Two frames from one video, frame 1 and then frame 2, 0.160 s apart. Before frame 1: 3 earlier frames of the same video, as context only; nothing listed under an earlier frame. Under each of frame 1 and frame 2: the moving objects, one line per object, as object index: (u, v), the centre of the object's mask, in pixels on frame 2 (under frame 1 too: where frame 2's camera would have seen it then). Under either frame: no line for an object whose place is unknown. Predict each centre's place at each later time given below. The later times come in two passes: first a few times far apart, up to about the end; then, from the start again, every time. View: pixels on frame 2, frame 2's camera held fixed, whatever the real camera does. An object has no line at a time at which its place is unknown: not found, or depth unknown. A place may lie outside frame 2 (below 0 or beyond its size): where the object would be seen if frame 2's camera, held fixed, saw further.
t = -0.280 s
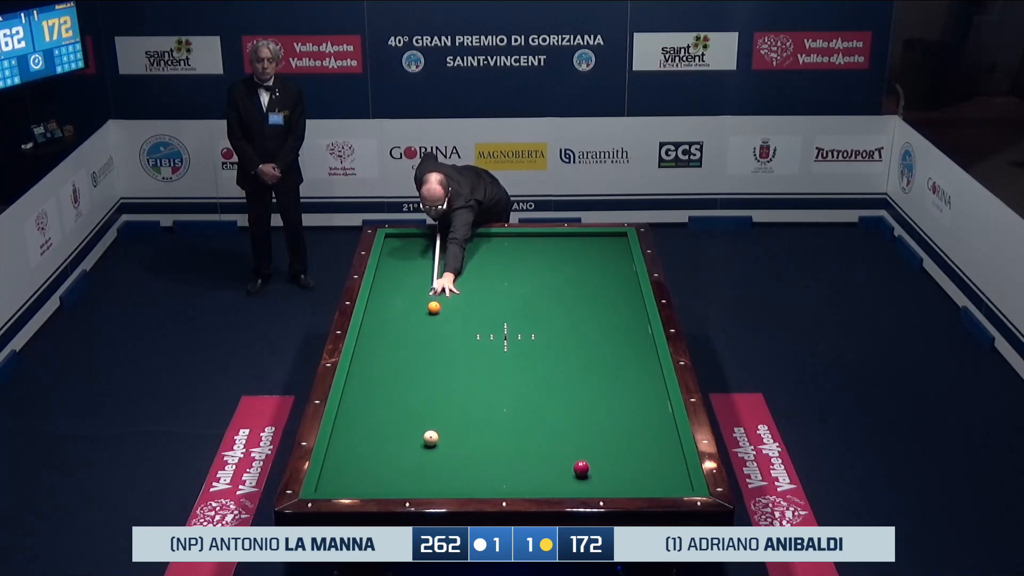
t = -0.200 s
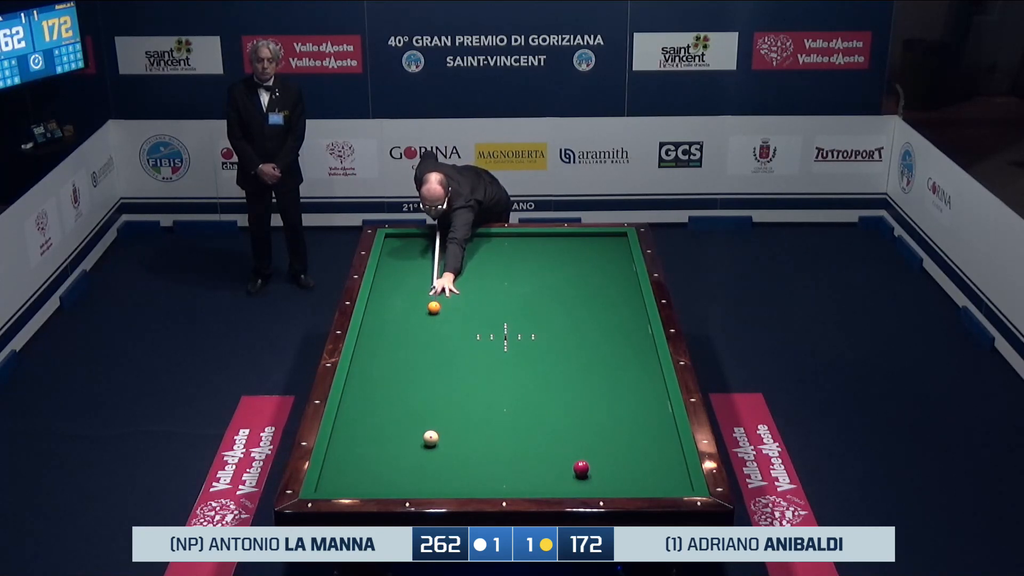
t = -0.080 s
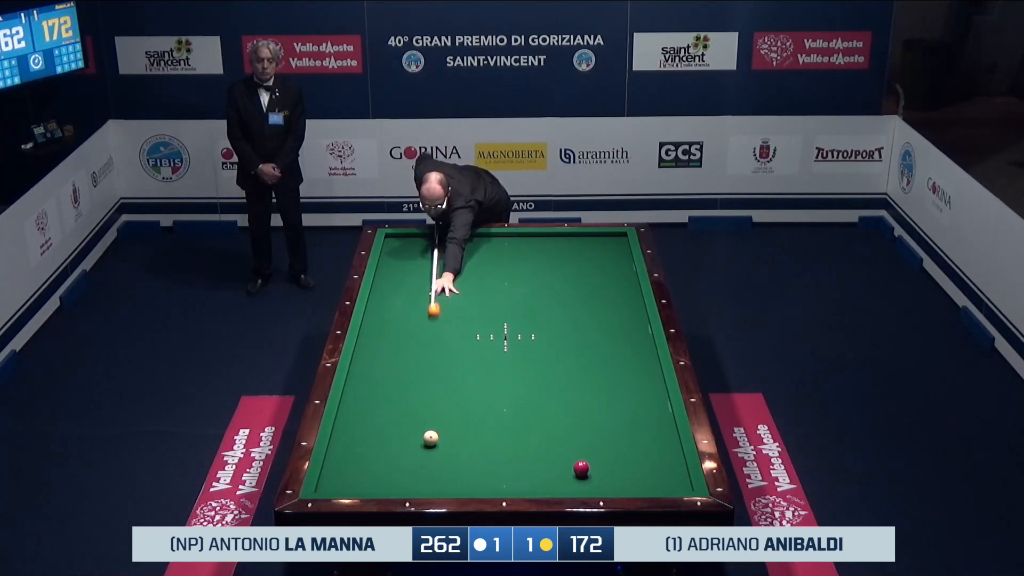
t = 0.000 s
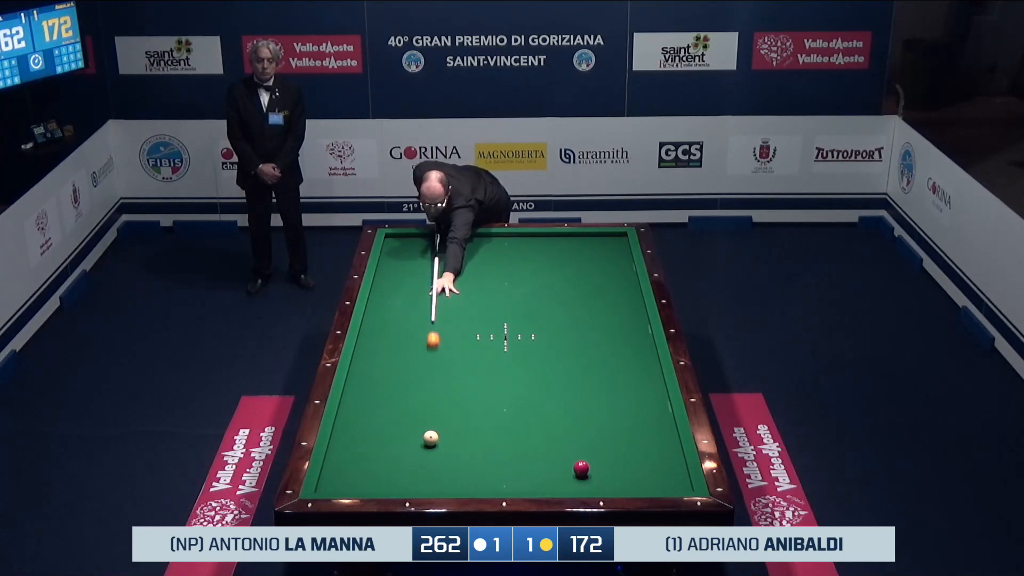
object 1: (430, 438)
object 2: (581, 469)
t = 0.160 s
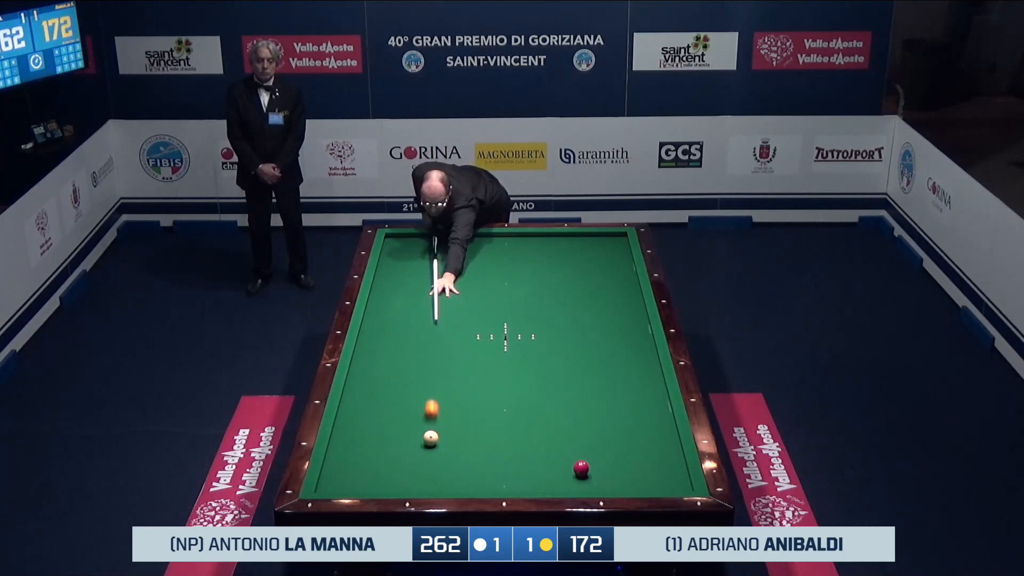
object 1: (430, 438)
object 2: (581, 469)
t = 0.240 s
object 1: (433, 455)
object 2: (581, 469)
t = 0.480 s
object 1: (459, 426)
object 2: (581, 469)
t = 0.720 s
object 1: (482, 364)
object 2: (581, 469)
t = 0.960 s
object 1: (500, 318)
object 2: (581, 469)
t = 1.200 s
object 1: (515, 280)
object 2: (581, 469)
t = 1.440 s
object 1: (528, 246)
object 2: (581, 469)
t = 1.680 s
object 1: (536, 248)
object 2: (581, 469)
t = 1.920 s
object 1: (541, 270)
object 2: (581, 469)
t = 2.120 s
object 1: (546, 286)
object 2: (581, 469)
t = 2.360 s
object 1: (551, 308)
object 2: (581, 469)
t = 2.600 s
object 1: (558, 331)
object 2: (581, 469)
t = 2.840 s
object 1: (564, 356)
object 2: (581, 470)
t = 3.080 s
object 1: (572, 383)
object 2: (581, 470)
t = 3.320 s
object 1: (580, 412)
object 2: (581, 469)
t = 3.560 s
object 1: (588, 444)
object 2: (581, 469)
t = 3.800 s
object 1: (606, 475)
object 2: (572, 474)
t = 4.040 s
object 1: (628, 480)
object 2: (556, 481)
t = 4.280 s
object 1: (641, 465)
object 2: (539, 486)
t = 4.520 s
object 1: (653, 450)
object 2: (526, 485)
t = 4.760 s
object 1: (665, 437)
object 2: (515, 483)
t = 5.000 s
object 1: (665, 425)
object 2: (504, 480)
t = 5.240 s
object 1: (655, 415)
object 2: (494, 477)
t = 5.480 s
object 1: (646, 406)
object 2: (485, 474)
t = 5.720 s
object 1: (637, 397)
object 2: (476, 471)
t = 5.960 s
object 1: (629, 388)
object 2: (468, 469)
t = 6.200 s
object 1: (621, 380)
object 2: (460, 466)
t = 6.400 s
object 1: (615, 374)
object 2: (454, 464)
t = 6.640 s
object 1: (607, 367)
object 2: (447, 462)
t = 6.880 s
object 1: (601, 360)
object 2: (440, 461)
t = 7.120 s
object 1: (594, 353)
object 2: (434, 459)
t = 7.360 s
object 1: (589, 347)
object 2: (429, 458)
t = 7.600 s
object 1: (583, 342)
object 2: (424, 456)
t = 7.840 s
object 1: (578, 336)
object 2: (419, 455)
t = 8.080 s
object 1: (573, 331)
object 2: (416, 454)
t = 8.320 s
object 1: (568, 326)
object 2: (412, 453)
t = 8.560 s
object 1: (564, 322)
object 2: (409, 452)
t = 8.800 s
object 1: (560, 317)
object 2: (407, 451)
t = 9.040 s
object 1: (556, 313)
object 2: (405, 451)
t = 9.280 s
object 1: (552, 310)
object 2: (404, 450)
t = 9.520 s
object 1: (549, 306)
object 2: (403, 450)
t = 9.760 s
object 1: (546, 303)
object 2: (402, 450)
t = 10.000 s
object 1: (542, 300)
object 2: (402, 450)
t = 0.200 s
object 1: (431, 438)
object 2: (581, 469)
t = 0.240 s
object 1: (433, 455)
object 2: (581, 469)
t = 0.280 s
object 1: (435, 475)
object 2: (581, 469)
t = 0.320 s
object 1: (439, 484)
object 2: (581, 469)
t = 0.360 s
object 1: (444, 468)
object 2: (581, 469)
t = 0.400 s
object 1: (449, 453)
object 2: (581, 469)
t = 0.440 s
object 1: (454, 439)
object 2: (581, 469)
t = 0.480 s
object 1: (459, 426)
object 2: (581, 469)
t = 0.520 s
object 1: (463, 414)
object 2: (581, 469)
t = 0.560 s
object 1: (467, 403)
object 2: (581, 469)
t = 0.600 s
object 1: (471, 392)
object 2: (581, 469)
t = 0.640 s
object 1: (475, 382)
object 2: (581, 469)
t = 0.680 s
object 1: (479, 373)
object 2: (581, 469)
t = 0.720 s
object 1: (482, 364)
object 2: (581, 469)
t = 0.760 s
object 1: (485, 356)
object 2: (581, 469)
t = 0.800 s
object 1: (488, 348)
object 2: (581, 469)
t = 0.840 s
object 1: (491, 340)
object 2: (581, 469)
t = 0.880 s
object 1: (494, 332)
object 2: (581, 469)
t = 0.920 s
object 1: (497, 325)
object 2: (581, 469)
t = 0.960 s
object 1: (500, 318)
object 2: (581, 469)
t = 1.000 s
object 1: (502, 311)
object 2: (581, 469)
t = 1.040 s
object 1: (505, 305)
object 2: (581, 469)
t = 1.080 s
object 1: (508, 298)
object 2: (581, 469)
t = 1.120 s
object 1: (510, 292)
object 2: (581, 469)
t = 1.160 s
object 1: (513, 286)
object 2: (581, 469)
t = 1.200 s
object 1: (515, 280)
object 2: (581, 469)
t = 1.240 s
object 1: (517, 274)
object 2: (581, 469)
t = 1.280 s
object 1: (520, 268)
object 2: (581, 469)
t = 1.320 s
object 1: (522, 262)
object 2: (581, 469)
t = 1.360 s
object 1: (524, 257)
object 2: (581, 469)
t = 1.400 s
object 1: (526, 251)
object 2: (581, 469)
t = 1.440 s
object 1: (528, 246)
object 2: (581, 469)
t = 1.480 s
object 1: (531, 241)
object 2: (581, 469)
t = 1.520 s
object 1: (532, 236)
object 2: (581, 469)
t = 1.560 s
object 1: (534, 236)
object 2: (581, 469)
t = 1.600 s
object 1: (535, 240)
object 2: (581, 469)
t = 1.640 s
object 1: (535, 244)
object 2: (581, 469)
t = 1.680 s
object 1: (536, 248)
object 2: (581, 469)
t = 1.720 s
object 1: (537, 252)
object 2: (581, 469)
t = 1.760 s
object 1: (537, 256)
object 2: (581, 469)
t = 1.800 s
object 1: (538, 259)
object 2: (581, 469)
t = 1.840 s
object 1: (539, 263)
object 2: (581, 469)
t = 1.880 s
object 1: (540, 266)
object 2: (581, 469)
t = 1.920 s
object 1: (541, 270)
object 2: (581, 469)
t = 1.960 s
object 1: (542, 273)
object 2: (581, 469)
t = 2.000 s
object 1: (543, 276)
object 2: (581, 469)
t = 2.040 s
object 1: (544, 280)
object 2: (581, 469)
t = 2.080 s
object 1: (545, 283)
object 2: (581, 469)
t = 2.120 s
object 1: (546, 286)
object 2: (581, 469)
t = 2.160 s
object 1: (547, 290)
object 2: (581, 469)
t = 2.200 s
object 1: (547, 294)
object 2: (581, 469)
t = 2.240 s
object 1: (548, 297)
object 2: (581, 469)
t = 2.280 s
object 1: (549, 301)
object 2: (581, 469)
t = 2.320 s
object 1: (550, 304)
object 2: (581, 469)
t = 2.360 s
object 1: (551, 308)
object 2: (581, 469)
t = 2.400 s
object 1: (553, 312)
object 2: (581, 469)
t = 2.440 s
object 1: (554, 315)
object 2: (581, 469)
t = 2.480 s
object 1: (555, 319)
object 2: (581, 469)
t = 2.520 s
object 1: (556, 323)
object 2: (581, 469)
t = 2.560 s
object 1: (557, 327)
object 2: (581, 469)
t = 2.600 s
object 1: (558, 331)
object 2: (581, 469)
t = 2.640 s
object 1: (559, 335)
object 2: (581, 469)
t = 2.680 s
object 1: (560, 339)
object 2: (581, 469)
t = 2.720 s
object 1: (561, 343)
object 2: (581, 469)
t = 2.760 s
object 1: (562, 348)
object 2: (581, 469)
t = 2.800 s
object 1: (563, 352)
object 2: (581, 470)
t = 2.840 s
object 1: (564, 356)
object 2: (581, 470)
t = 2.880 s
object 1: (566, 360)
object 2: (581, 470)
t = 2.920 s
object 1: (567, 365)
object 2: (581, 470)
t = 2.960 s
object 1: (568, 369)
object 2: (581, 470)
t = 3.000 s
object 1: (569, 374)
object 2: (581, 470)
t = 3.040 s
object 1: (571, 378)
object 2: (581, 470)
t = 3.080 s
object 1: (572, 383)
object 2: (581, 470)
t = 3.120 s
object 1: (573, 388)
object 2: (581, 469)
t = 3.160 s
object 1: (574, 392)
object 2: (581, 469)
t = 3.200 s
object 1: (576, 397)
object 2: (581, 469)
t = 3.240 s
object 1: (577, 402)
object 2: (581, 469)
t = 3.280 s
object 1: (578, 407)
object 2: (581, 469)
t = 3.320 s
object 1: (580, 412)
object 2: (581, 469)
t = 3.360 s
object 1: (581, 417)
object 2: (581, 469)
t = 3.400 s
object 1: (582, 423)
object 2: (581, 469)
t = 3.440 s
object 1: (584, 428)
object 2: (581, 469)
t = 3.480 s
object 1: (585, 433)
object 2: (581, 469)
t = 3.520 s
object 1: (587, 439)
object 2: (581, 470)
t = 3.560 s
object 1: (588, 444)
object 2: (581, 469)
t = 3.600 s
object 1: (590, 450)
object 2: (581, 470)
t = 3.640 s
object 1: (591, 455)
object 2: (581, 470)
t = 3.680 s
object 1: (593, 461)
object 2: (581, 470)
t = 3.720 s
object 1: (596, 466)
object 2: (579, 471)
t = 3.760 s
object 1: (602, 470)
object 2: (575, 472)
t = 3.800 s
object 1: (606, 475)
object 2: (572, 474)
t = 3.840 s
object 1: (611, 479)
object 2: (570, 475)
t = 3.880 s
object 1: (616, 483)
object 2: (567, 476)
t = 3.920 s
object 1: (621, 486)
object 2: (564, 477)
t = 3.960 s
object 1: (624, 484)
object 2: (561, 479)
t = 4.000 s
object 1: (626, 482)
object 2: (559, 480)
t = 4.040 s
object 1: (628, 480)
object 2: (556, 481)
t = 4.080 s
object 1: (630, 477)
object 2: (553, 482)
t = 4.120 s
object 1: (632, 474)
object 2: (550, 483)
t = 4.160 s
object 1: (634, 472)
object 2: (547, 484)
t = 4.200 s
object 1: (637, 469)
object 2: (545, 484)
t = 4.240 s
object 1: (639, 467)
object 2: (542, 485)
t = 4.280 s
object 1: (641, 465)
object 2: (539, 486)
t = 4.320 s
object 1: (643, 462)
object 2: (536, 486)
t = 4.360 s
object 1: (645, 460)
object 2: (534, 487)
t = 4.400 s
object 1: (647, 457)
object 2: (532, 486)
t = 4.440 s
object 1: (649, 455)
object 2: (530, 486)
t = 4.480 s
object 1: (651, 453)
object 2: (528, 485)
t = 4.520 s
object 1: (653, 450)
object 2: (526, 485)
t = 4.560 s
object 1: (655, 448)
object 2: (524, 485)
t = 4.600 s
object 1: (657, 446)
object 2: (522, 484)
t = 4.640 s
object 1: (659, 444)
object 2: (520, 484)
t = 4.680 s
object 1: (661, 441)
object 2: (519, 483)
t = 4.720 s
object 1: (663, 439)
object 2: (517, 483)
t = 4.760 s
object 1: (665, 437)
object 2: (515, 483)
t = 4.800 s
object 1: (667, 435)
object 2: (513, 483)
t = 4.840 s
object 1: (669, 433)
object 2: (511, 482)
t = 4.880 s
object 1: (670, 431)
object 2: (510, 482)
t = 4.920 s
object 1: (669, 429)
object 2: (508, 481)
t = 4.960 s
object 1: (667, 427)
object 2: (506, 481)
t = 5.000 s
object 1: (665, 425)
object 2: (504, 480)
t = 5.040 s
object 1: (664, 424)
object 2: (502, 480)
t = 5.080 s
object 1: (662, 422)
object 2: (501, 479)
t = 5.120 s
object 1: (660, 420)
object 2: (499, 479)
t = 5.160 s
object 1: (659, 419)
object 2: (497, 478)
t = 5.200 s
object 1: (657, 417)
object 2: (496, 478)
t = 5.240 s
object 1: (655, 415)
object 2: (494, 477)
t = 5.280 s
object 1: (654, 414)
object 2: (492, 477)
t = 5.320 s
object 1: (652, 412)
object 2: (491, 476)
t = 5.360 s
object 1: (651, 411)
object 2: (489, 475)
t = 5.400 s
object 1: (649, 409)
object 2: (488, 475)
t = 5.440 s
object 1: (647, 407)
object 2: (486, 474)
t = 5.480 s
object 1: (646, 406)
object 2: (485, 474)
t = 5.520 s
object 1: (644, 404)
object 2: (483, 474)
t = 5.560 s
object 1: (643, 403)
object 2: (482, 473)
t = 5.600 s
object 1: (641, 401)
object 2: (480, 473)
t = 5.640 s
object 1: (640, 400)
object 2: (479, 472)
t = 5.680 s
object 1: (639, 398)
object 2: (477, 471)
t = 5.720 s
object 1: (637, 397)
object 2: (476, 471)
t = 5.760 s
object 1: (636, 395)
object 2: (474, 471)
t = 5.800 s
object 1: (634, 394)
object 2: (473, 470)
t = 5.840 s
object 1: (633, 392)
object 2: (472, 470)
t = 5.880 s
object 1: (631, 391)
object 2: (470, 470)
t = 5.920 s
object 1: (630, 390)
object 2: (469, 469)
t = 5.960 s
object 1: (629, 388)
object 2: (468, 469)
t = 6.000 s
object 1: (627, 387)
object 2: (466, 468)
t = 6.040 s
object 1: (626, 386)
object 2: (465, 468)
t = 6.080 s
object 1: (625, 384)
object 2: (464, 467)
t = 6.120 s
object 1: (623, 383)
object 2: (462, 467)
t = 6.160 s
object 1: (622, 382)
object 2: (461, 467)
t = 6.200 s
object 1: (621, 380)
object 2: (460, 466)
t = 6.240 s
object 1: (619, 379)
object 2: (458, 466)
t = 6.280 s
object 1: (618, 378)
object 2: (457, 466)
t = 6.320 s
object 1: (617, 376)
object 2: (456, 465)
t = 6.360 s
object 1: (616, 375)
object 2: (455, 465)
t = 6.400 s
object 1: (615, 374)
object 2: (454, 464)
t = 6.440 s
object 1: (613, 372)
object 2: (452, 464)
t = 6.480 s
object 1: (612, 371)
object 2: (451, 464)
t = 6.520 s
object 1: (611, 370)
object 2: (450, 463)
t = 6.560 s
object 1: (610, 369)
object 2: (449, 463)
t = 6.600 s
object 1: (608, 368)
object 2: (448, 463)
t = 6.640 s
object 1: (607, 367)
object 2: (447, 462)
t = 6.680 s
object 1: (606, 365)
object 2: (445, 462)
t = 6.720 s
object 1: (605, 364)
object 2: (444, 462)
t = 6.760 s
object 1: (604, 363)
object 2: (443, 462)
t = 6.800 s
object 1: (603, 362)
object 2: (442, 461)
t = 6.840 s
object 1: (602, 361)
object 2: (441, 461)
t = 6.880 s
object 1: (601, 360)
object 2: (440, 461)
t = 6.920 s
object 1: (600, 359)
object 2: (439, 460)
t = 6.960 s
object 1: (599, 358)
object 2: (438, 460)
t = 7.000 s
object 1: (598, 356)
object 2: (437, 460)
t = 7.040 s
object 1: (596, 355)
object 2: (436, 460)
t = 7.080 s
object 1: (595, 354)
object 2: (435, 459)
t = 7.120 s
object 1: (594, 353)
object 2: (434, 459)
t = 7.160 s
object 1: (593, 352)
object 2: (433, 459)
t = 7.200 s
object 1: (592, 351)
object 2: (432, 458)
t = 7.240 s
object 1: (591, 350)
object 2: (431, 458)
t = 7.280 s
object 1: (591, 349)
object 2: (430, 458)
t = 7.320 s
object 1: (590, 348)
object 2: (429, 458)
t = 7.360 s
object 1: (589, 347)
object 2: (429, 458)
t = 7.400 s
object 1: (588, 346)
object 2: (428, 457)
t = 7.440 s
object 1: (587, 345)
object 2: (427, 457)
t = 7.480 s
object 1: (586, 344)
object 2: (426, 457)
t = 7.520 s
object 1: (585, 343)
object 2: (425, 457)
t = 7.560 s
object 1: (584, 342)
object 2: (425, 456)
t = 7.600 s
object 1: (583, 342)
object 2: (424, 456)
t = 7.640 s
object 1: (582, 340)
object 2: (423, 456)
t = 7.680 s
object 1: (581, 340)
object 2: (422, 456)
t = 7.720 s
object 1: (580, 339)
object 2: (421, 456)
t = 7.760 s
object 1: (580, 338)
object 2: (421, 455)
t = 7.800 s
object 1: (579, 337)
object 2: (420, 455)
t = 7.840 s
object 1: (578, 336)
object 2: (419, 455)
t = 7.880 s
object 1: (577, 335)
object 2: (418, 455)
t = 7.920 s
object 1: (576, 334)
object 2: (418, 455)
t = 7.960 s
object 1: (575, 333)
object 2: (417, 454)
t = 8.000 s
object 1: (575, 333)
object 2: (417, 454)
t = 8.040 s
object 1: (574, 332)
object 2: (416, 454)
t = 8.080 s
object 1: (573, 331)
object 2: (416, 454)
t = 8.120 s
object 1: (572, 330)
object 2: (415, 454)
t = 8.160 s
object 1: (571, 329)
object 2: (414, 453)
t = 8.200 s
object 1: (571, 328)
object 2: (414, 453)
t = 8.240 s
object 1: (570, 328)
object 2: (413, 453)
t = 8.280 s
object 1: (569, 327)
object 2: (413, 453)
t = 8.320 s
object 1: (568, 326)
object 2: (412, 453)
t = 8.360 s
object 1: (567, 325)
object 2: (412, 453)
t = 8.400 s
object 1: (567, 324)
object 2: (411, 452)
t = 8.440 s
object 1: (566, 324)
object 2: (411, 452)
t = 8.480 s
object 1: (565, 323)
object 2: (410, 452)
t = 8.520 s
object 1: (565, 322)
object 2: (410, 452)
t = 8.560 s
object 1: (564, 322)
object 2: (409, 452)
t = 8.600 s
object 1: (563, 321)
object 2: (409, 452)
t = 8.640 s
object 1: (562, 320)
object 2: (409, 452)
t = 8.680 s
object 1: (562, 320)
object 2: (408, 452)
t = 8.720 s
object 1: (561, 319)
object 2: (408, 451)
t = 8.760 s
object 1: (560, 318)
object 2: (408, 451)
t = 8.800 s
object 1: (560, 317)
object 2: (407, 451)
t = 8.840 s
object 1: (559, 317)
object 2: (407, 451)
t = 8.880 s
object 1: (558, 316)
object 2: (406, 451)
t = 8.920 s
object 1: (558, 315)
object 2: (406, 451)
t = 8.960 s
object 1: (557, 315)
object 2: (406, 451)
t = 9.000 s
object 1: (557, 314)
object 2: (406, 451)
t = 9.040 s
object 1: (556, 313)
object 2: (405, 451)
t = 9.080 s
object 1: (555, 313)
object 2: (405, 451)
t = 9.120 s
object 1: (555, 312)
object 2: (405, 450)
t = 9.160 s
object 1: (554, 311)
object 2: (405, 450)
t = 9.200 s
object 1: (554, 311)
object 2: (404, 450)
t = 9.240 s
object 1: (553, 310)
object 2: (404, 450)
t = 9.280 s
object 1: (552, 310)
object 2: (404, 450)
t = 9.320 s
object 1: (552, 309)
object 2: (403, 450)
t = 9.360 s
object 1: (551, 308)
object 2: (403, 450)
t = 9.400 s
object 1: (551, 308)
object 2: (403, 450)
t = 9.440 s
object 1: (550, 307)
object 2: (403, 450)
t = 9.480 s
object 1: (549, 306)
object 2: (403, 450)
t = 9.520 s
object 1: (549, 306)
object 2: (403, 450)
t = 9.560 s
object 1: (548, 305)
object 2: (403, 450)
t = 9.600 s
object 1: (548, 305)
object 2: (403, 450)
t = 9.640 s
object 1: (547, 304)
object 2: (403, 450)
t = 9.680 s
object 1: (547, 304)
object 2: (402, 450)
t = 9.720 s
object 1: (546, 303)
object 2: (402, 450)
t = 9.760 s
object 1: (546, 303)
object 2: (402, 450)
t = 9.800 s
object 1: (545, 302)
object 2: (402, 450)
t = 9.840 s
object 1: (544, 302)
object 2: (402, 450)
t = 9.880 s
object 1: (544, 301)
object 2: (402, 450)
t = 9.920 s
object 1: (544, 301)
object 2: (402, 450)
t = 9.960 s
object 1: (543, 300)
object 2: (402, 450)
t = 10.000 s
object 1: (542, 300)
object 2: (402, 450)
